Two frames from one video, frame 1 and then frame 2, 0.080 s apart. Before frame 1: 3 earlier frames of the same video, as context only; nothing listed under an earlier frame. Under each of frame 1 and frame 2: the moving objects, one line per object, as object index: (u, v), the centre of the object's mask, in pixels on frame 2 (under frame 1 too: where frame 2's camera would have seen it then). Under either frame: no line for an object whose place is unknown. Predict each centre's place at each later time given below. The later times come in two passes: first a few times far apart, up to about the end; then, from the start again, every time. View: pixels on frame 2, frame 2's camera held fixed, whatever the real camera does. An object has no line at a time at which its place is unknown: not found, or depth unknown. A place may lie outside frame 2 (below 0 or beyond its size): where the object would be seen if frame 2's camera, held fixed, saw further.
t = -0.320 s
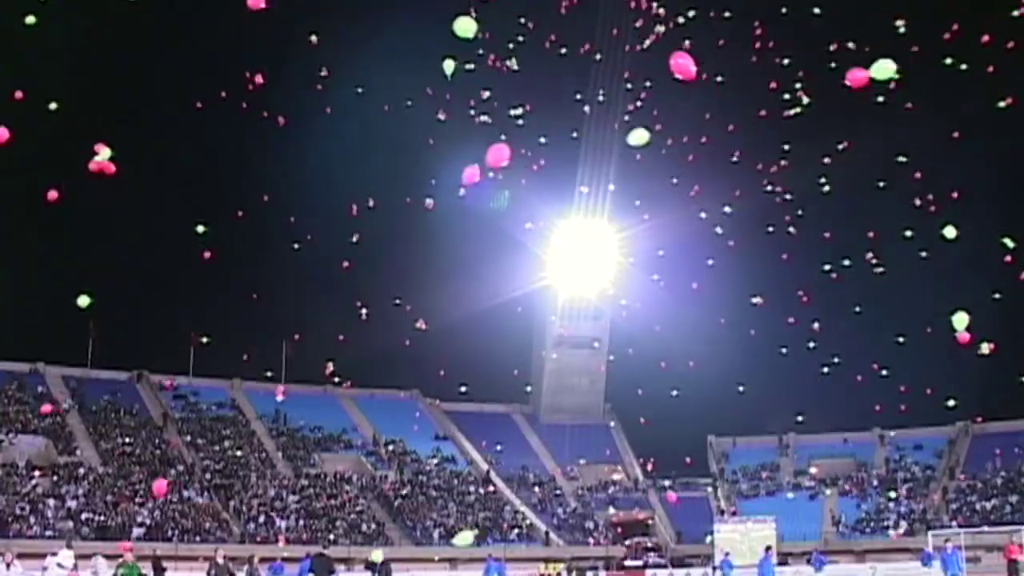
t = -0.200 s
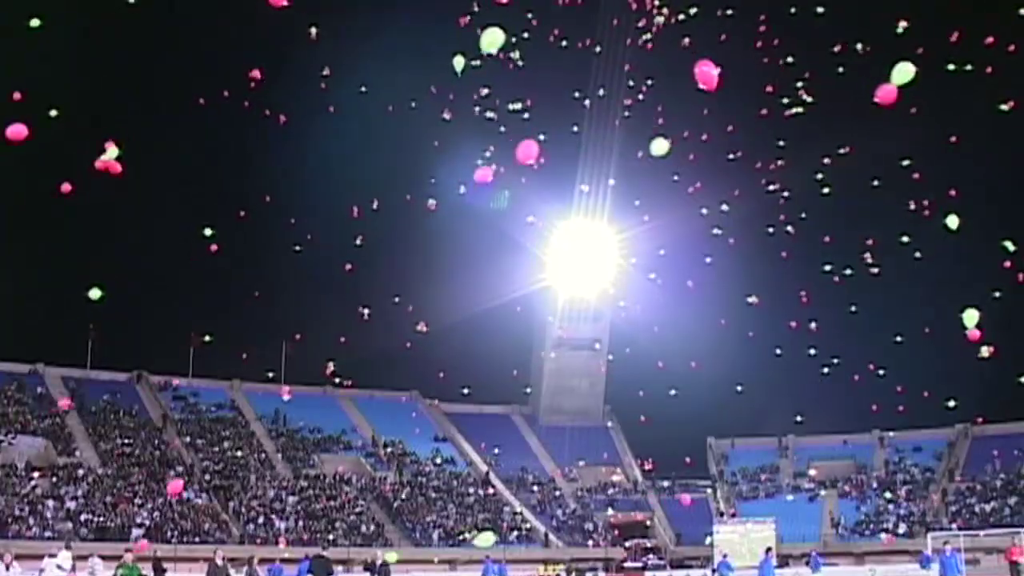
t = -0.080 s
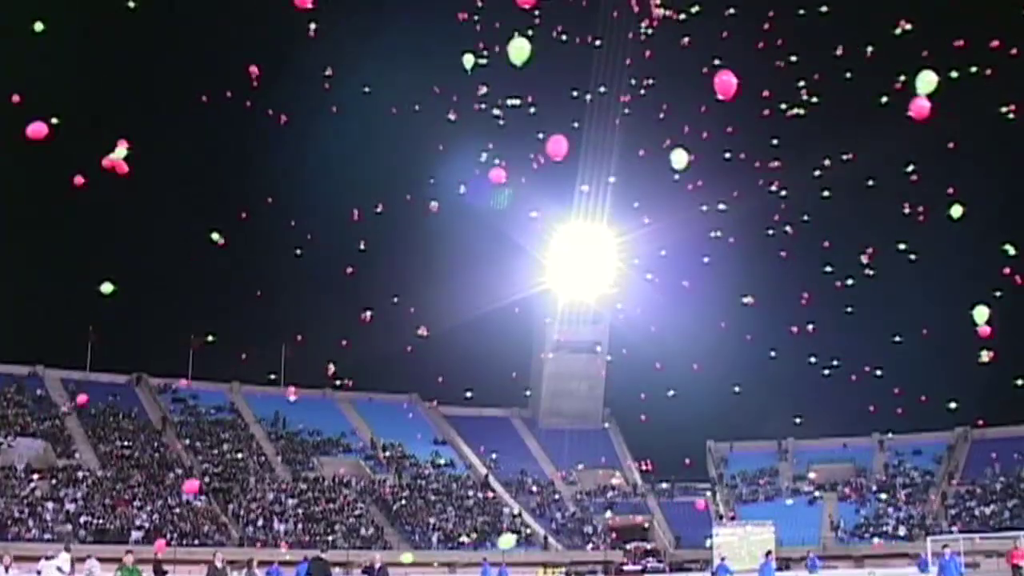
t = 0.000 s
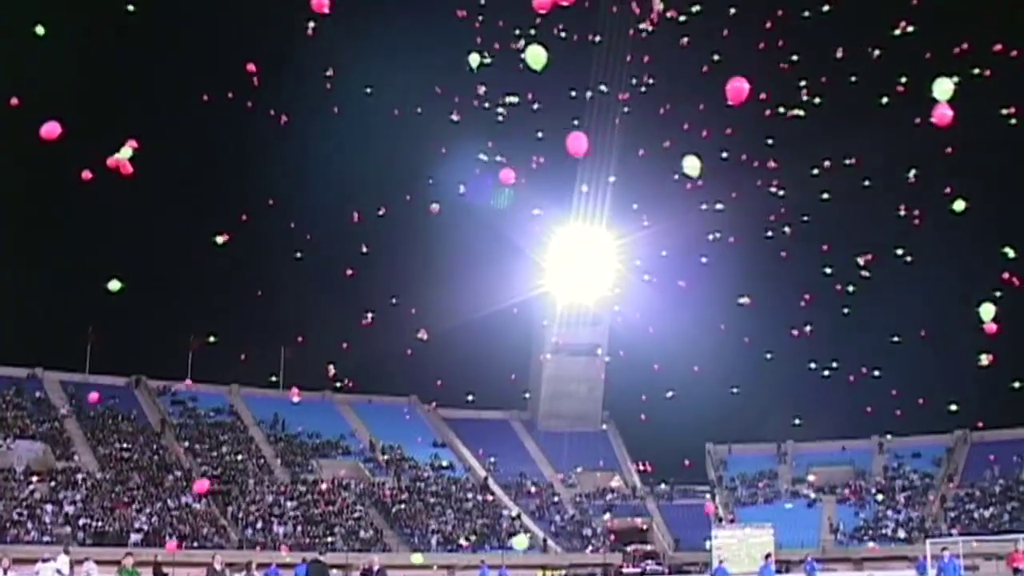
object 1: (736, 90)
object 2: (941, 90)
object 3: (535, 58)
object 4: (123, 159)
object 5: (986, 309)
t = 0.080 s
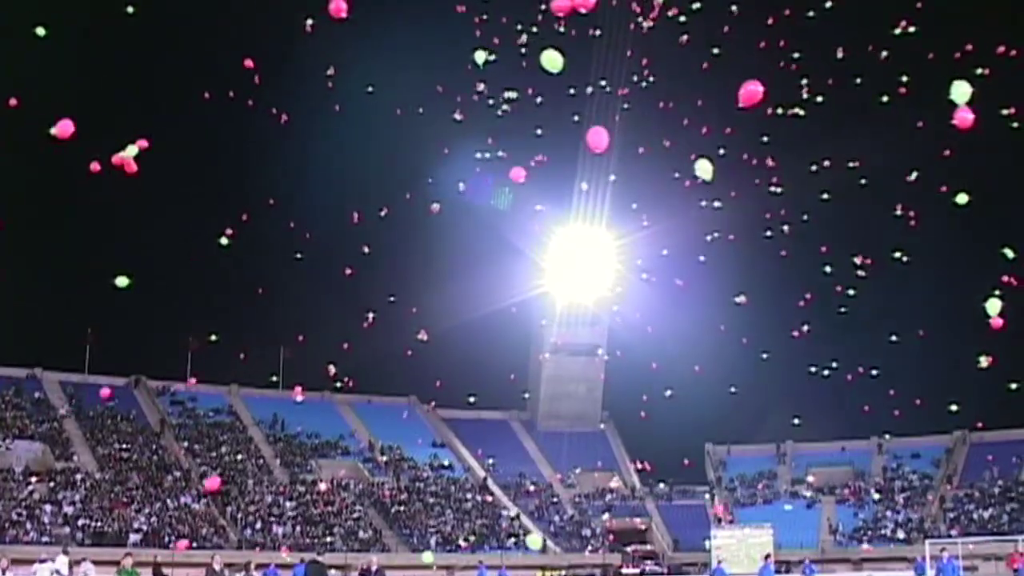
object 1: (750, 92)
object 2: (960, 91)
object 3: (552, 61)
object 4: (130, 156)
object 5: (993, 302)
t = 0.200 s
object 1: (774, 93)
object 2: (988, 90)
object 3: (575, 64)
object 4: (141, 153)
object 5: (1004, 293)
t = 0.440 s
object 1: (828, 98)
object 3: (616, 73)
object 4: (155, 147)
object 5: (1023, 273)
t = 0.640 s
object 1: (866, 103)
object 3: (643, 80)
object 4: (173, 141)
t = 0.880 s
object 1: (904, 106)
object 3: (683, 82)
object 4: (196, 136)
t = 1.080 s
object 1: (922, 123)
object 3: (718, 87)
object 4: (214, 124)
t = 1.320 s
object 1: (941, 138)
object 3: (765, 80)
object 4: (238, 114)
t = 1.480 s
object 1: (958, 143)
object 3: (793, 76)
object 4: (253, 109)
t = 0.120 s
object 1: (758, 92)
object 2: (970, 92)
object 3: (559, 62)
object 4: (133, 154)
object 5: (997, 298)
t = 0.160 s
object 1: (766, 93)
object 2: (979, 91)
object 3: (567, 63)
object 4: (137, 153)
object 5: (1000, 296)
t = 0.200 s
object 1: (774, 93)
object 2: (988, 90)
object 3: (575, 64)
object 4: (141, 153)
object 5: (1004, 293)
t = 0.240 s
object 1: (783, 94)
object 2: (997, 88)
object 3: (582, 65)
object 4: (145, 152)
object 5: (1008, 290)
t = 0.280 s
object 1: (792, 95)
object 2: (1005, 86)
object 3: (590, 68)
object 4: (148, 151)
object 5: (1012, 285)
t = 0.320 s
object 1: (802, 95)
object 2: (1013, 84)
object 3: (596, 69)
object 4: (151, 151)
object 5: (1016, 282)
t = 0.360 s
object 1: (811, 96)
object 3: (602, 70)
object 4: (153, 149)
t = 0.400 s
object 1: (820, 96)
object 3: (609, 71)
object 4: (151, 148)
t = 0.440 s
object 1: (828, 98)
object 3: (616, 73)
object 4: (155, 147)
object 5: (1023, 273)
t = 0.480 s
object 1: (836, 99)
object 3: (622, 76)
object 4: (159, 146)
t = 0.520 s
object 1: (843, 100)
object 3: (627, 78)
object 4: (162, 146)
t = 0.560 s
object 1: (851, 102)
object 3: (632, 79)
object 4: (166, 144)
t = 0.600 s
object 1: (859, 103)
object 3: (638, 80)
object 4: (169, 143)
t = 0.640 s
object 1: (866, 103)
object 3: (643, 80)
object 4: (173, 141)
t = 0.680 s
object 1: (872, 104)
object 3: (649, 81)
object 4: (176, 140)
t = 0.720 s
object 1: (879, 104)
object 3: (655, 80)
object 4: (181, 139)
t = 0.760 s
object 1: (885, 104)
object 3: (662, 80)
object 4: (184, 138)
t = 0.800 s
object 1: (892, 104)
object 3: (669, 80)
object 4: (188, 137)
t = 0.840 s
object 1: (898, 105)
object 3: (676, 81)
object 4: (192, 136)
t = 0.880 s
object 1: (904, 106)
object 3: (683, 82)
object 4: (196, 136)
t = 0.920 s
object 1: (908, 108)
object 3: (690, 83)
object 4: (200, 135)
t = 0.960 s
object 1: (912, 111)
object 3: (696, 84)
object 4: (203, 134)
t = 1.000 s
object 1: (916, 116)
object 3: (703, 85)
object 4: (206, 133)
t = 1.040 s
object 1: (919, 119)
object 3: (711, 87)
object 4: (210, 132)
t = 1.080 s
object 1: (922, 123)
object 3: (718, 87)
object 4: (214, 124)
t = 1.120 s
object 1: (925, 127)
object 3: (725, 87)
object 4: (217, 123)
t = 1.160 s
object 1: (928, 130)
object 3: (733, 87)
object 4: (221, 122)
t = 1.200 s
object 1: (931, 133)
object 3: (740, 86)
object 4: (225, 120)
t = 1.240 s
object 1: (934, 135)
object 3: (748, 85)
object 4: (229, 118)
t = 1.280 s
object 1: (937, 137)
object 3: (757, 82)
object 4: (233, 116)
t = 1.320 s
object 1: (941, 138)
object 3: (765, 80)
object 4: (238, 114)
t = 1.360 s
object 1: (945, 140)
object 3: (773, 78)
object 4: (242, 112)
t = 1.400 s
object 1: (948, 142)
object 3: (780, 77)
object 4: (246, 111)
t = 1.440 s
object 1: (953, 142)
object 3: (787, 76)
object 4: (250, 110)
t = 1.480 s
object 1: (958, 143)
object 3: (793, 76)
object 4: (253, 109)
